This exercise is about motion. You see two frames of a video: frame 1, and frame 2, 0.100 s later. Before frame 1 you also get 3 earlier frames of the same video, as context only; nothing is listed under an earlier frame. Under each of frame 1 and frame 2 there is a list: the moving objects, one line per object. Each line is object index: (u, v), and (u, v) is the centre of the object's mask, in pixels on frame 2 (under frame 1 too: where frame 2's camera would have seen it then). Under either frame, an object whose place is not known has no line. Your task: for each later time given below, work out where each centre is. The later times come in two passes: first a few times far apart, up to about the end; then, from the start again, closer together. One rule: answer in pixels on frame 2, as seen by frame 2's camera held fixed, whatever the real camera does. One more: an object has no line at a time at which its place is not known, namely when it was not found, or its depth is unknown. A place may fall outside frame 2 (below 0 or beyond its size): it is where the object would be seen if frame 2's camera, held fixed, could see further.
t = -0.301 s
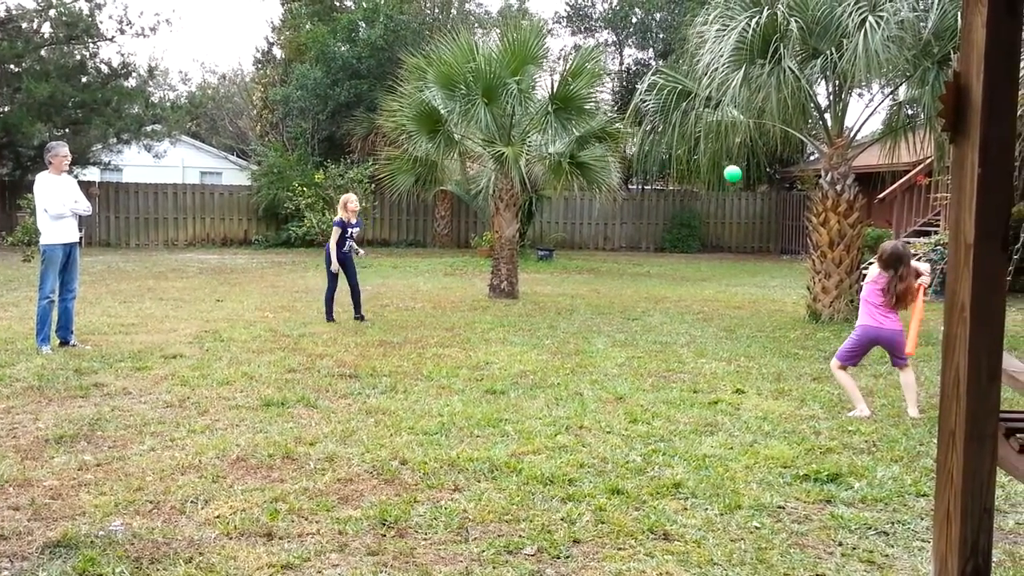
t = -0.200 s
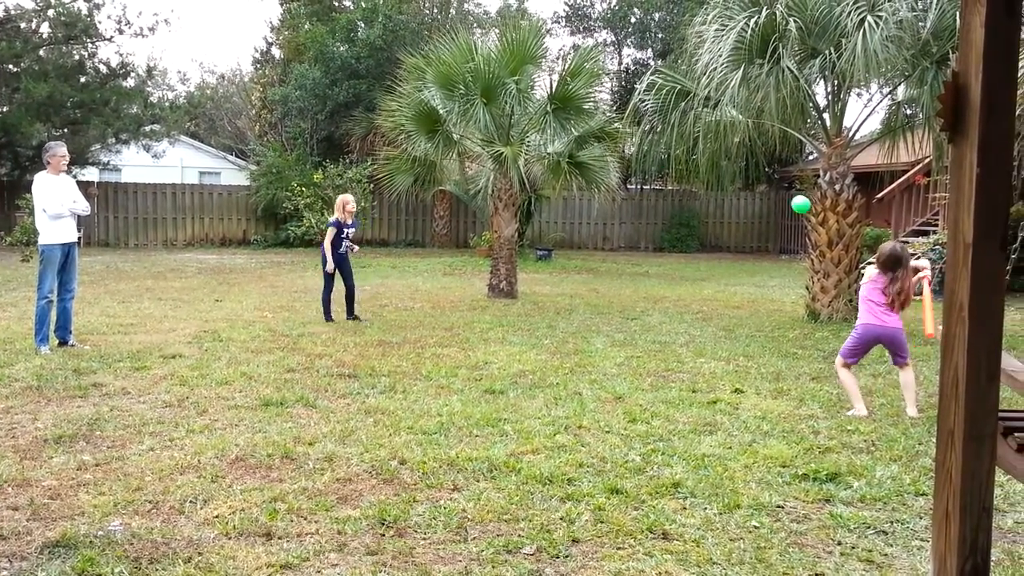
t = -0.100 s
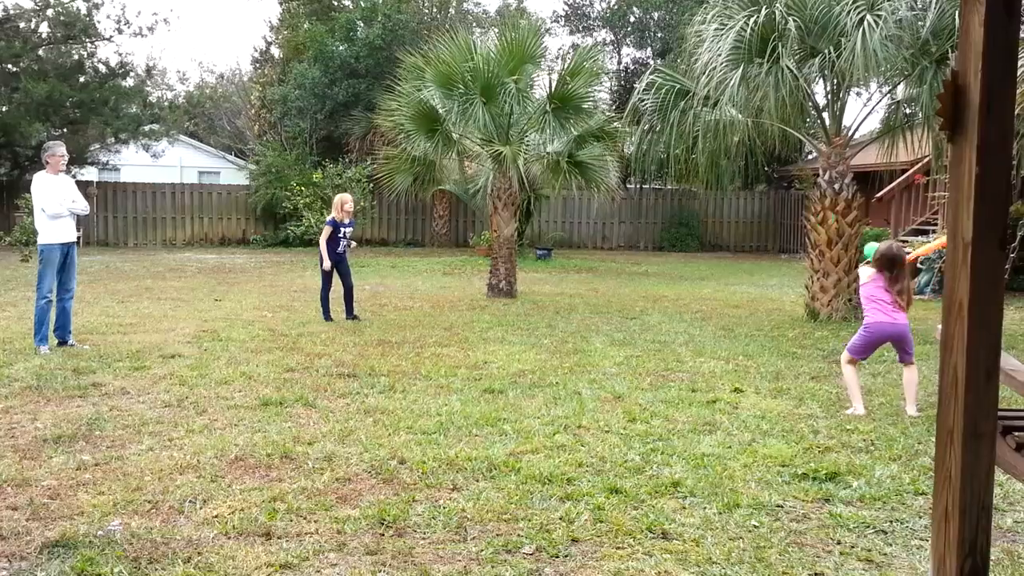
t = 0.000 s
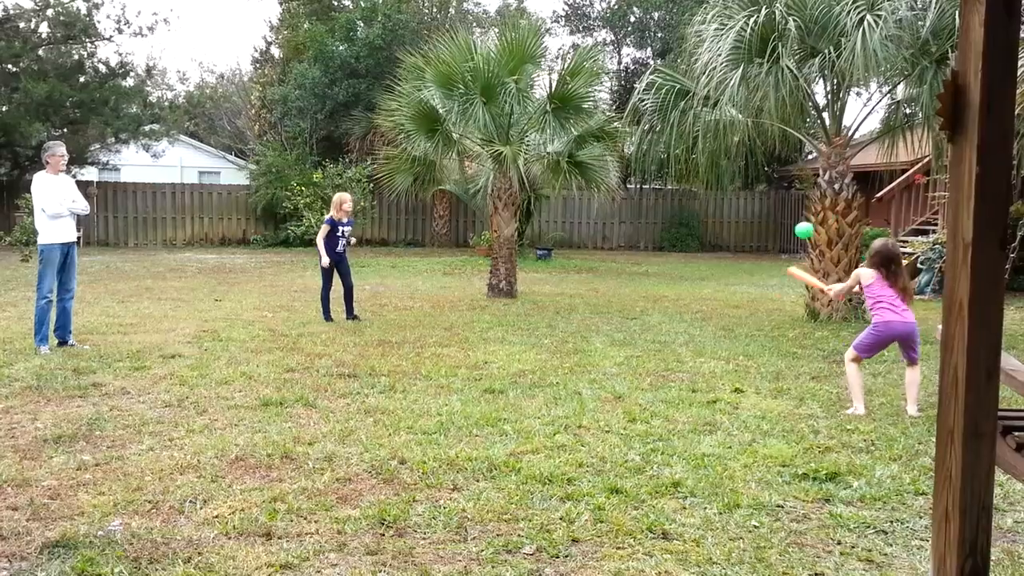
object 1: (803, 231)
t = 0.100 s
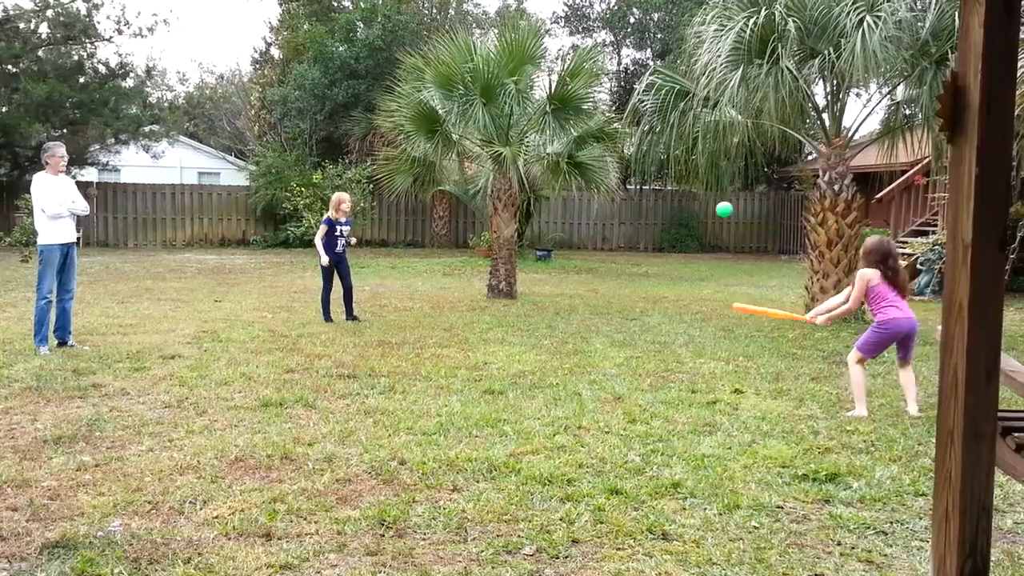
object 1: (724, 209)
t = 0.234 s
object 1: (638, 199)
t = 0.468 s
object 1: (527, 220)
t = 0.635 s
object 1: (465, 257)
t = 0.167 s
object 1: (678, 201)
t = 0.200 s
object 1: (658, 200)
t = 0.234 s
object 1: (638, 199)
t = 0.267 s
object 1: (620, 199)
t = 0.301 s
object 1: (603, 200)
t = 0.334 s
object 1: (586, 203)
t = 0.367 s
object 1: (570, 205)
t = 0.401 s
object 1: (555, 210)
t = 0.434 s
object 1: (541, 215)
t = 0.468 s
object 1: (527, 220)
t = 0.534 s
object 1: (501, 233)
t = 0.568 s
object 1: (489, 240)
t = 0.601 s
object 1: (477, 248)
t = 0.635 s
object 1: (465, 257)
